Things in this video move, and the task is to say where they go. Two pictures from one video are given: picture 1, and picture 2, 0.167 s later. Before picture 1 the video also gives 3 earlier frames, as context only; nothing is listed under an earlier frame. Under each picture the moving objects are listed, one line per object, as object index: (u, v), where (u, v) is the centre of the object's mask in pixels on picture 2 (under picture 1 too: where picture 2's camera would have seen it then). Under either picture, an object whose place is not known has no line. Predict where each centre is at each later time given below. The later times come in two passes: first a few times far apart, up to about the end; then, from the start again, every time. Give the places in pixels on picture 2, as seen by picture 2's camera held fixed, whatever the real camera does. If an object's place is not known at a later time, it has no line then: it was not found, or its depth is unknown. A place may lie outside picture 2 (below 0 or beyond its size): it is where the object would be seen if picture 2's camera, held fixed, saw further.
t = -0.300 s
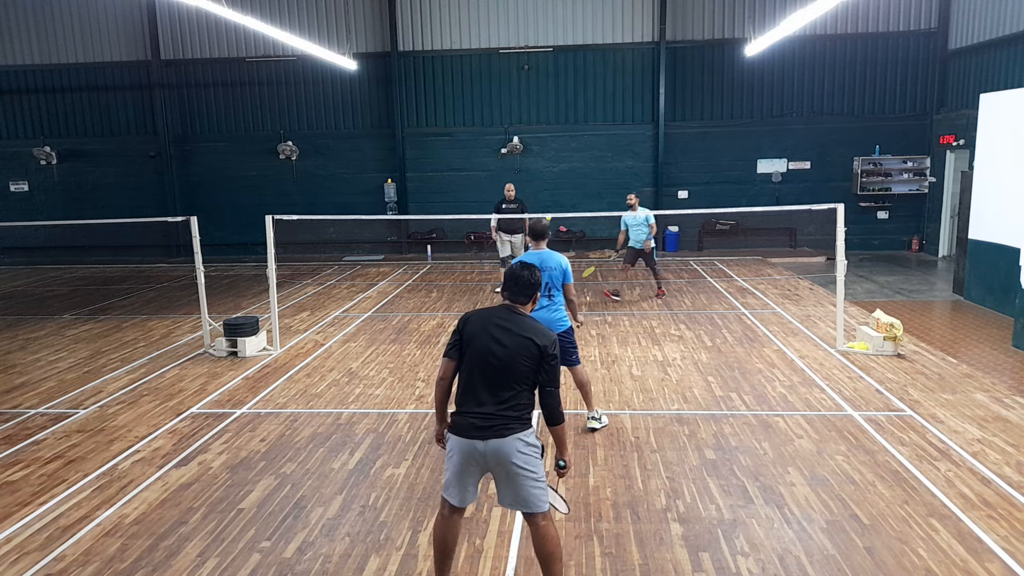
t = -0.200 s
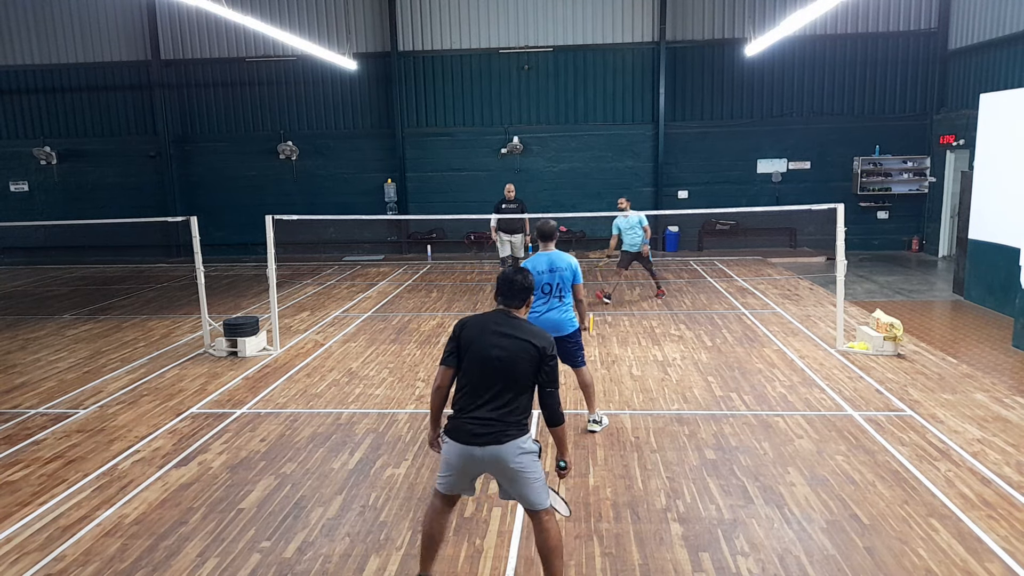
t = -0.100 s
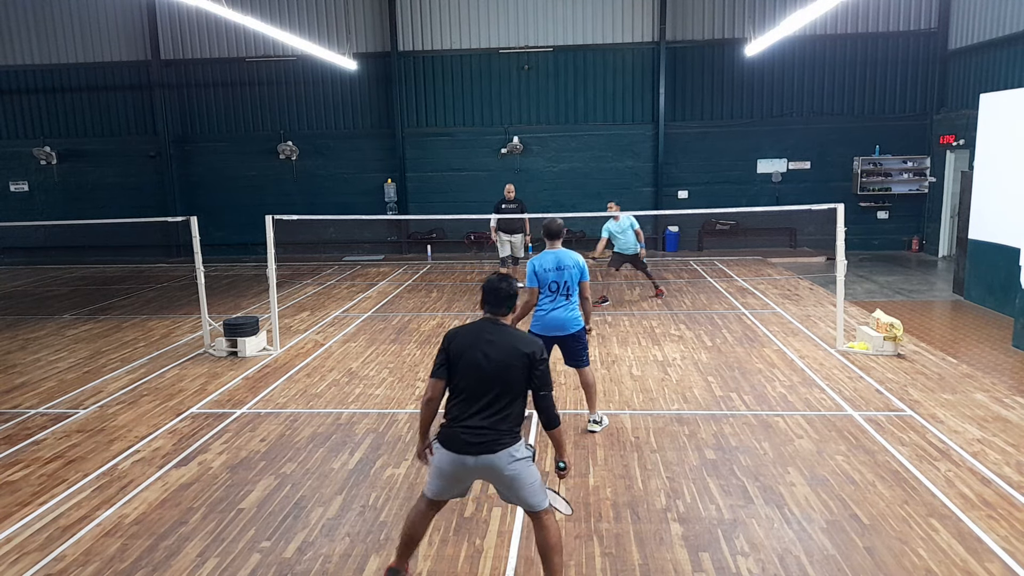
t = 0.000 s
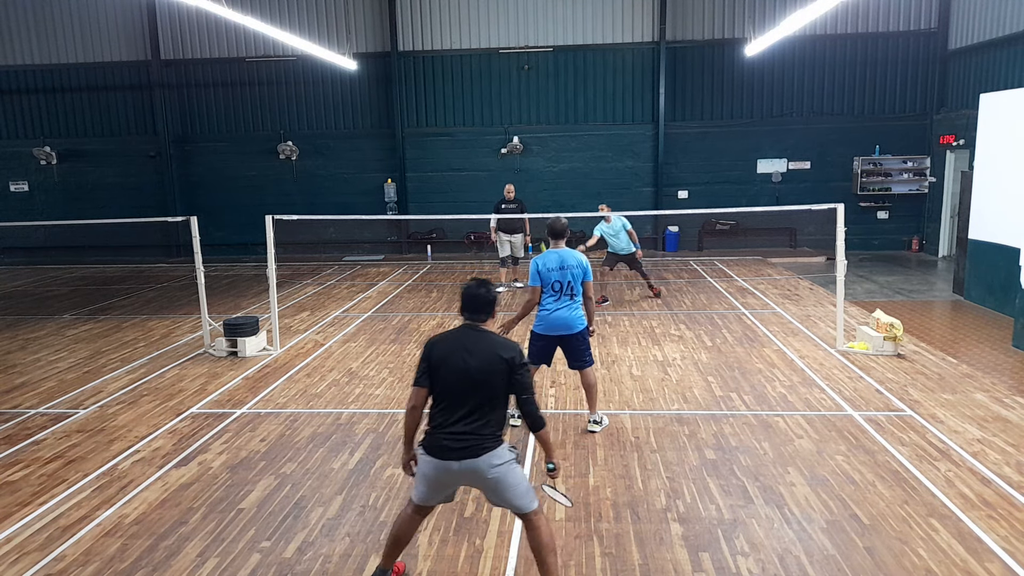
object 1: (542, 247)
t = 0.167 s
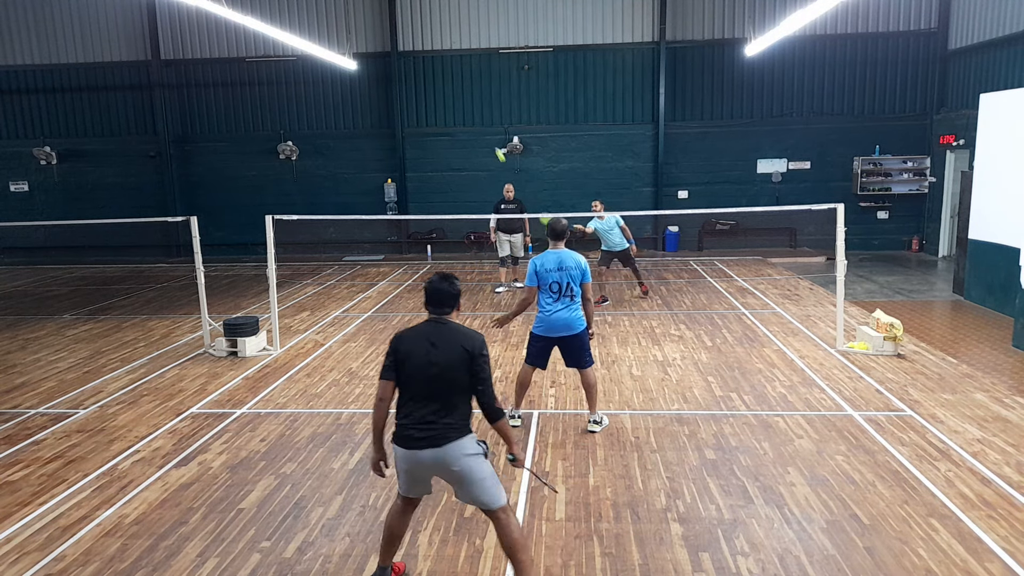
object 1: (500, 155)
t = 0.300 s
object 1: (463, 97)
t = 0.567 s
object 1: (387, 33)
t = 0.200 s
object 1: (491, 139)
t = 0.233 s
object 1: (482, 124)
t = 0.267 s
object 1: (472, 110)
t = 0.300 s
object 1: (463, 97)
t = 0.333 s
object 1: (455, 85)
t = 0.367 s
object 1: (445, 74)
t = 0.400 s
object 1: (436, 64)
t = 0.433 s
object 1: (426, 56)
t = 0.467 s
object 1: (417, 49)
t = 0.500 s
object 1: (407, 42)
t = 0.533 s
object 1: (397, 37)
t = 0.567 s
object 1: (387, 33)
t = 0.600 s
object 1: (376, 30)
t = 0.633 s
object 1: (365, 30)
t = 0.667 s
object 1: (355, 30)
